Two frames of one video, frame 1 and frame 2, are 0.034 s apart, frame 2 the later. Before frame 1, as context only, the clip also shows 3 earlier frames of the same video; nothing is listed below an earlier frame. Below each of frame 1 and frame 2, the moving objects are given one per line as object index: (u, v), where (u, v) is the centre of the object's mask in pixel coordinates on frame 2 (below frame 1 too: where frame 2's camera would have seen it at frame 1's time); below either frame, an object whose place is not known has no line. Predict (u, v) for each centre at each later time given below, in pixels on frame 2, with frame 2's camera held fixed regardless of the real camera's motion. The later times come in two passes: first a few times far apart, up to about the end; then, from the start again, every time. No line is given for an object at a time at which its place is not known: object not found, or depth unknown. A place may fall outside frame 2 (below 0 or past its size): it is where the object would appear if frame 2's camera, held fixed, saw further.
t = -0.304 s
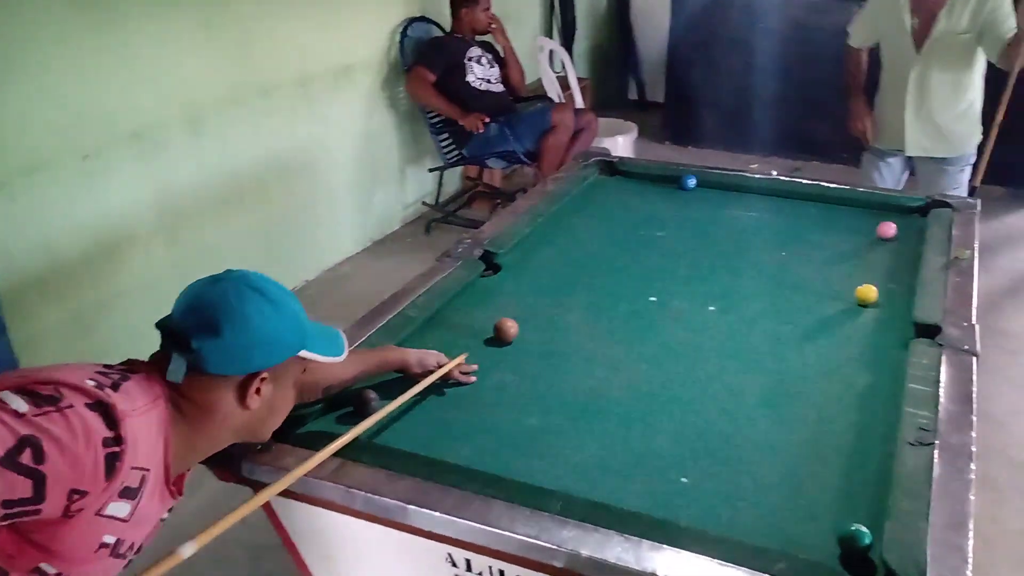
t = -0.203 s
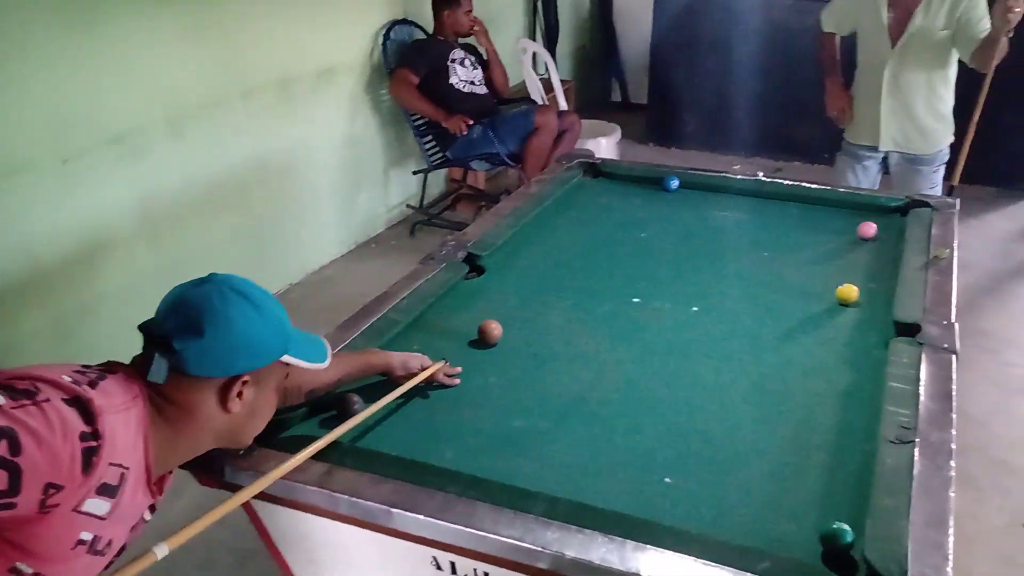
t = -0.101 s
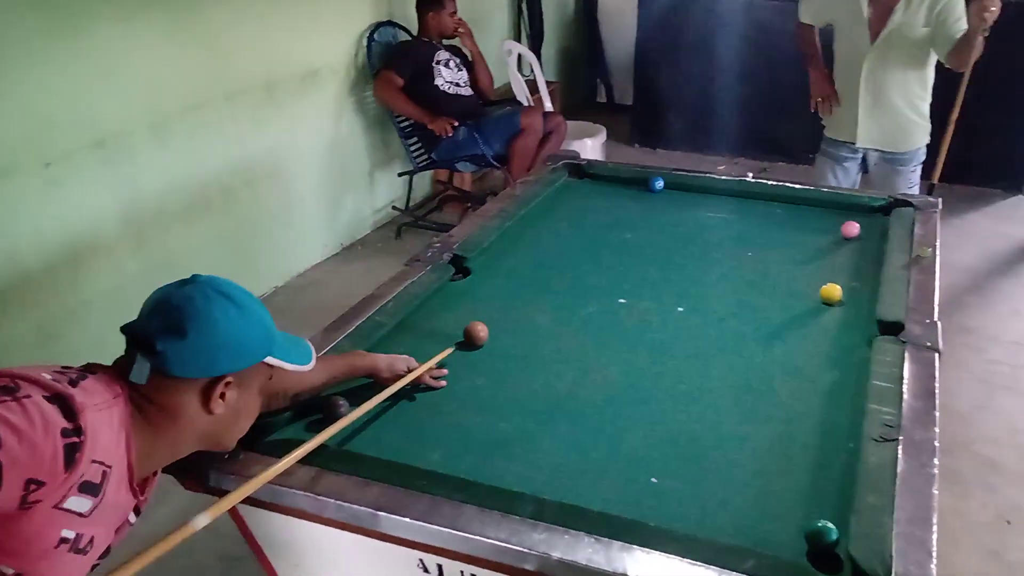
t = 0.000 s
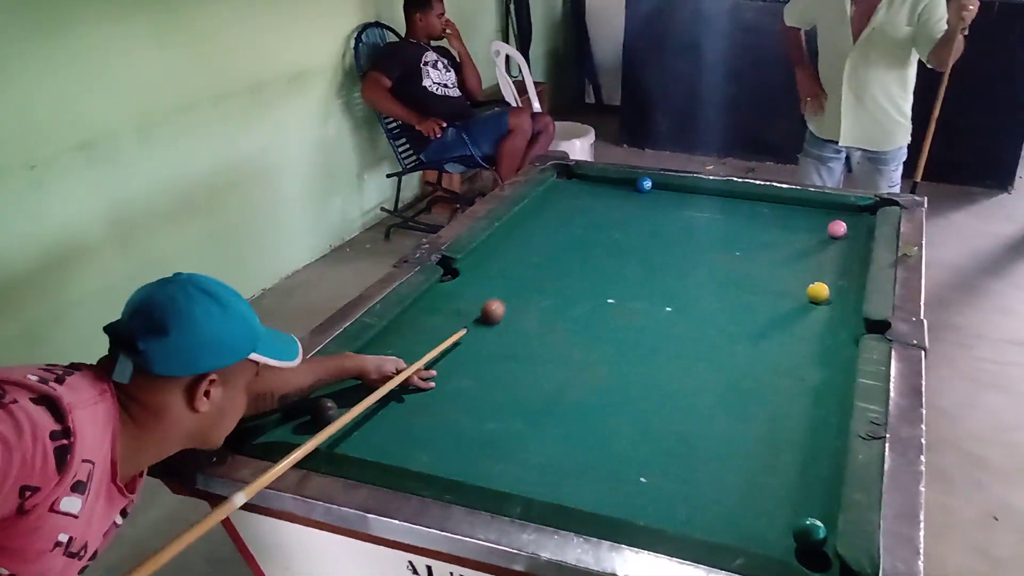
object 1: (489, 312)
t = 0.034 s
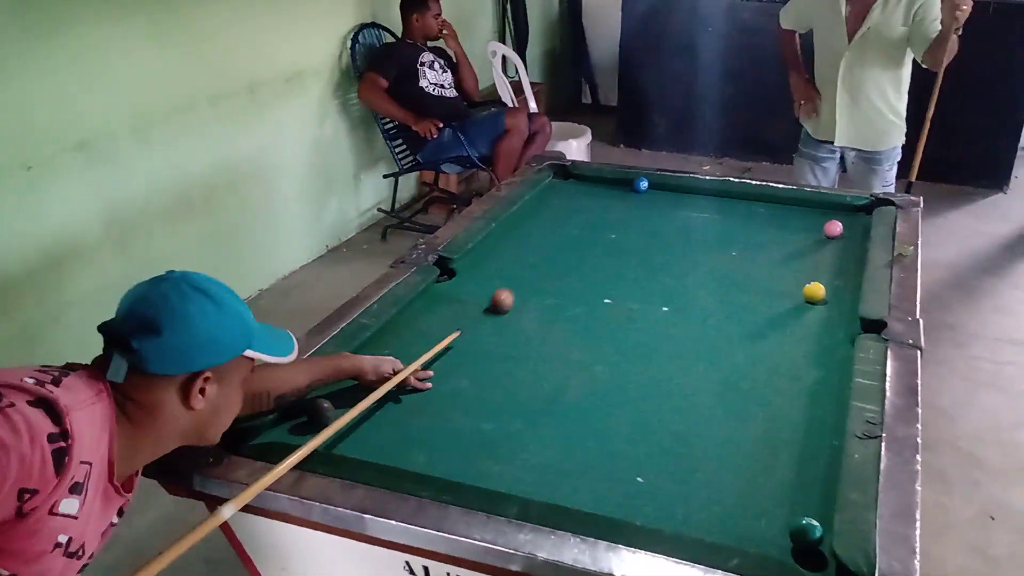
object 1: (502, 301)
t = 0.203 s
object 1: (551, 259)
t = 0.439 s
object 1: (604, 213)
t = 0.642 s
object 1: (624, 191)
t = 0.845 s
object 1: (600, 197)
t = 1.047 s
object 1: (582, 200)
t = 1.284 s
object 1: (562, 203)
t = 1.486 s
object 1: (546, 205)
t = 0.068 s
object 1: (513, 291)
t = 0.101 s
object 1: (523, 283)
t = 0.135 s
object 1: (532, 275)
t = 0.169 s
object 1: (542, 267)
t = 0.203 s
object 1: (551, 259)
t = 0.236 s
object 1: (559, 252)
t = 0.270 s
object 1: (567, 245)
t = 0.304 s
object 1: (575, 238)
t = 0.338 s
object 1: (583, 232)
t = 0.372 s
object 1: (590, 225)
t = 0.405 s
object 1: (597, 219)
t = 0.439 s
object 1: (604, 213)
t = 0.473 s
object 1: (610, 208)
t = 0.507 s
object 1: (616, 202)
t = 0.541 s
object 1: (622, 197)
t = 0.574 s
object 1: (628, 191)
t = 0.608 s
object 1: (629, 189)
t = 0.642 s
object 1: (624, 191)
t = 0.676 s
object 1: (619, 193)
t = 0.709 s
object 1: (614, 194)
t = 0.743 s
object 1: (610, 195)
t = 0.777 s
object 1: (606, 196)
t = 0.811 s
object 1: (603, 197)
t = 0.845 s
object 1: (600, 197)
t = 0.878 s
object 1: (597, 198)
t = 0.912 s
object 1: (594, 198)
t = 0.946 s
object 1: (591, 198)
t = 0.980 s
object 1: (588, 199)
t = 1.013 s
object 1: (585, 199)
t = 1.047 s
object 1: (582, 200)
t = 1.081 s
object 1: (579, 200)
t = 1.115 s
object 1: (576, 201)
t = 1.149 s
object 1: (573, 201)
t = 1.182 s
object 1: (570, 202)
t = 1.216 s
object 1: (567, 202)
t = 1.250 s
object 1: (565, 202)
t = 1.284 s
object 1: (562, 203)
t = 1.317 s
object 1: (559, 203)
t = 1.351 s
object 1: (557, 204)
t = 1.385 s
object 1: (554, 204)
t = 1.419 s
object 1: (551, 204)
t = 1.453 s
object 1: (549, 205)
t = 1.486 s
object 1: (546, 205)
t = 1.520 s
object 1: (544, 205)
